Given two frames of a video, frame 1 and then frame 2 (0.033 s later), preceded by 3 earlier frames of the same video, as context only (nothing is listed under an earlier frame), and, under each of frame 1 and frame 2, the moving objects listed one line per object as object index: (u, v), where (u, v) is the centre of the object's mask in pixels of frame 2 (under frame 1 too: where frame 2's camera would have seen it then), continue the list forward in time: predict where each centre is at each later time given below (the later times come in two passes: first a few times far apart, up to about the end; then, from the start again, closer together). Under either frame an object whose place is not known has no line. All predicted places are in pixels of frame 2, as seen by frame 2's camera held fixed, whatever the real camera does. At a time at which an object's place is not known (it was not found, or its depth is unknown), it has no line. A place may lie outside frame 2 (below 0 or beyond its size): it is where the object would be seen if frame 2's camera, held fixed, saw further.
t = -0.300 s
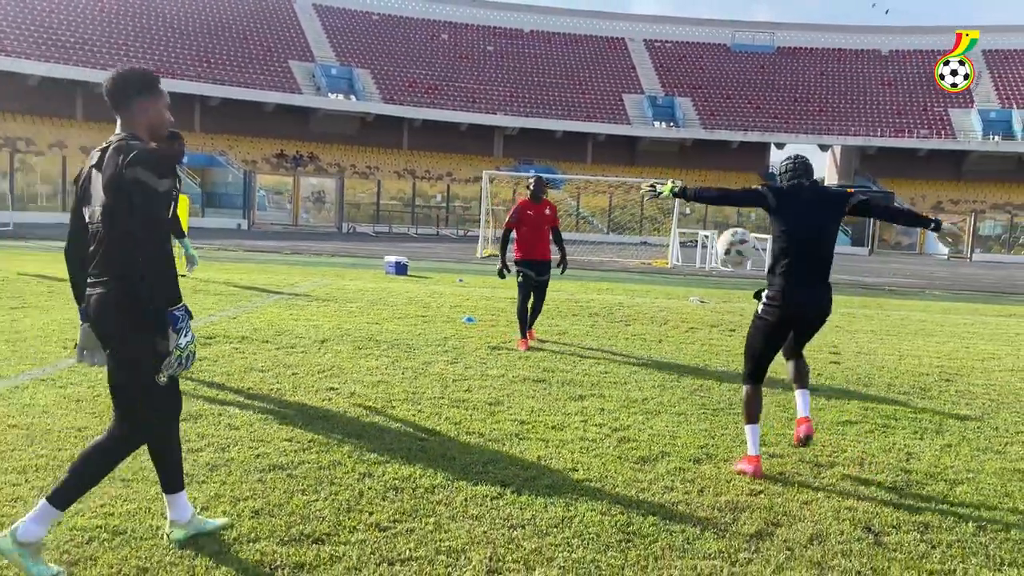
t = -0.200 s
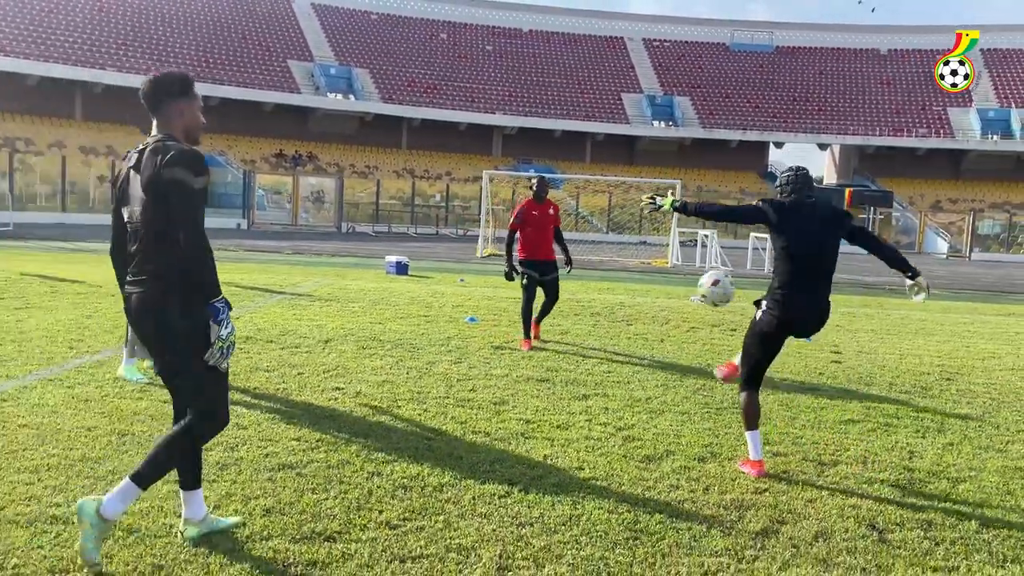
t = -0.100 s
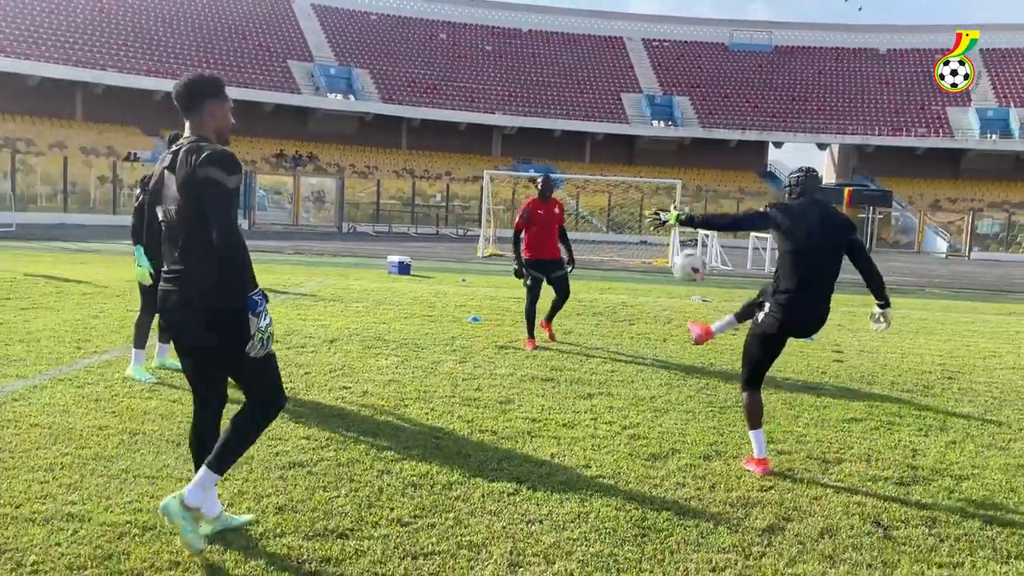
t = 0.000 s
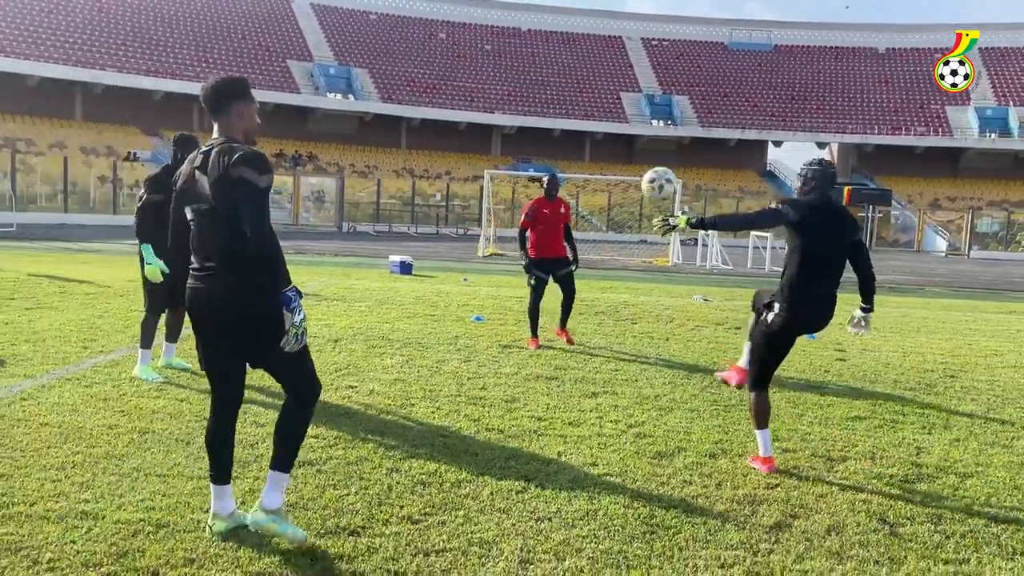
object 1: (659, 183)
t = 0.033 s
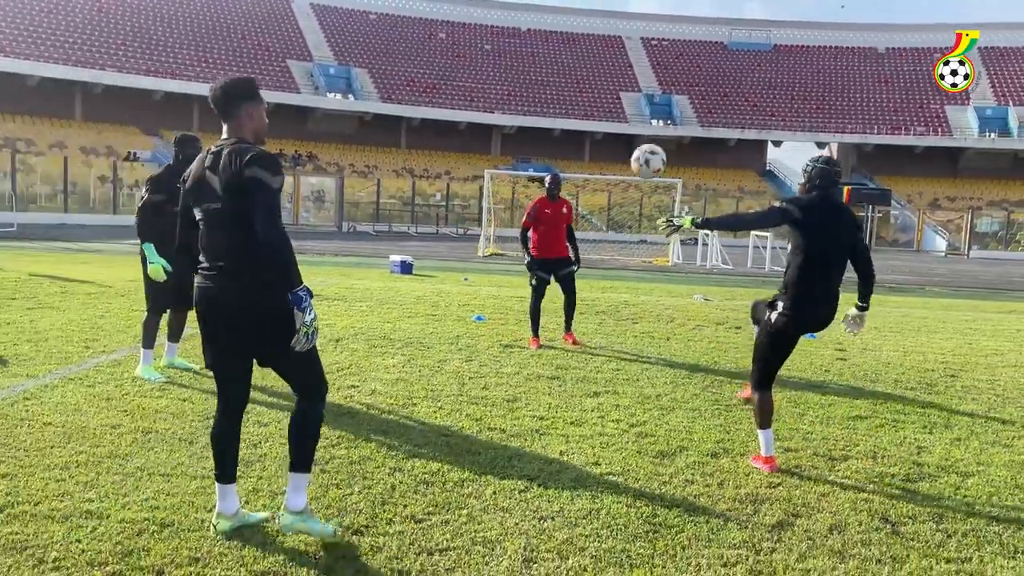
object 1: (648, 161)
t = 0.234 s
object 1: (585, 63)
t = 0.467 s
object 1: (513, 32)
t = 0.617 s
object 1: (467, 52)
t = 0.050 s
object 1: (643, 150)
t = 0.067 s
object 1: (637, 140)
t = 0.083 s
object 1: (632, 130)
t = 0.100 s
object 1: (626, 120)
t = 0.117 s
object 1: (621, 112)
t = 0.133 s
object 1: (615, 104)
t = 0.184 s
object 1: (600, 81)
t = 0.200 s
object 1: (595, 74)
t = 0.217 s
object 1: (589, 69)
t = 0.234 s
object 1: (585, 63)
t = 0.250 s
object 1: (579, 58)
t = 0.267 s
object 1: (574, 53)
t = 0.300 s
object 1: (564, 46)
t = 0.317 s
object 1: (559, 43)
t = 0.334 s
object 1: (553, 40)
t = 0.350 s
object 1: (549, 39)
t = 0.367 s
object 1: (544, 36)
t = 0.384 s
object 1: (538, 34)
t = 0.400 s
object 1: (534, 33)
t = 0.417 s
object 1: (528, 32)
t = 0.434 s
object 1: (523, 32)
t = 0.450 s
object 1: (519, 32)
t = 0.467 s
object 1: (513, 32)
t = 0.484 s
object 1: (509, 33)
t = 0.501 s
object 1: (503, 34)
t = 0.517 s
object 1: (498, 36)
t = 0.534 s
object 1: (493, 38)
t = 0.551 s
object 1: (488, 39)
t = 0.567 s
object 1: (484, 41)
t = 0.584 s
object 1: (478, 45)
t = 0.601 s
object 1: (472, 48)
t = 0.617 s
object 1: (467, 52)
